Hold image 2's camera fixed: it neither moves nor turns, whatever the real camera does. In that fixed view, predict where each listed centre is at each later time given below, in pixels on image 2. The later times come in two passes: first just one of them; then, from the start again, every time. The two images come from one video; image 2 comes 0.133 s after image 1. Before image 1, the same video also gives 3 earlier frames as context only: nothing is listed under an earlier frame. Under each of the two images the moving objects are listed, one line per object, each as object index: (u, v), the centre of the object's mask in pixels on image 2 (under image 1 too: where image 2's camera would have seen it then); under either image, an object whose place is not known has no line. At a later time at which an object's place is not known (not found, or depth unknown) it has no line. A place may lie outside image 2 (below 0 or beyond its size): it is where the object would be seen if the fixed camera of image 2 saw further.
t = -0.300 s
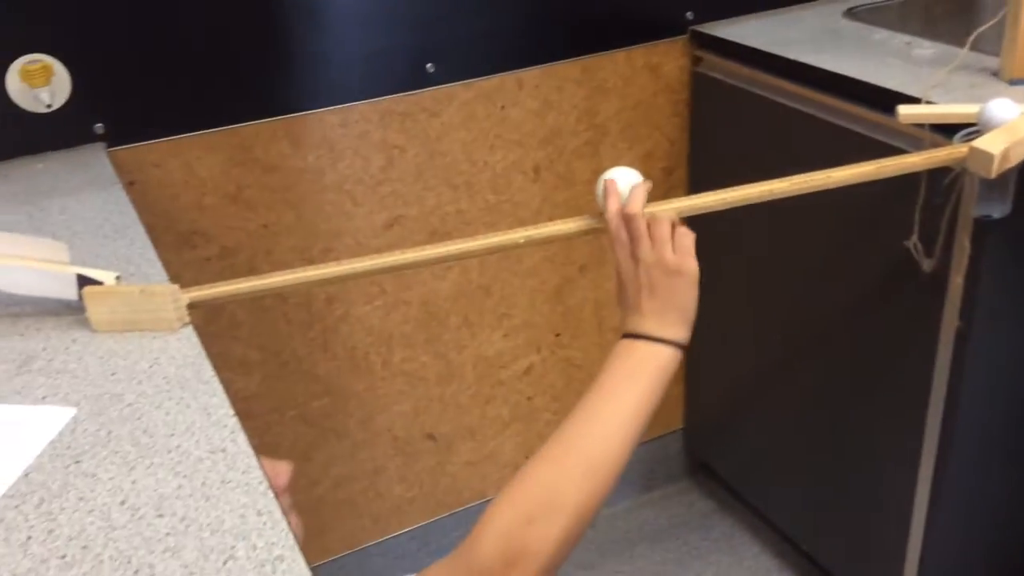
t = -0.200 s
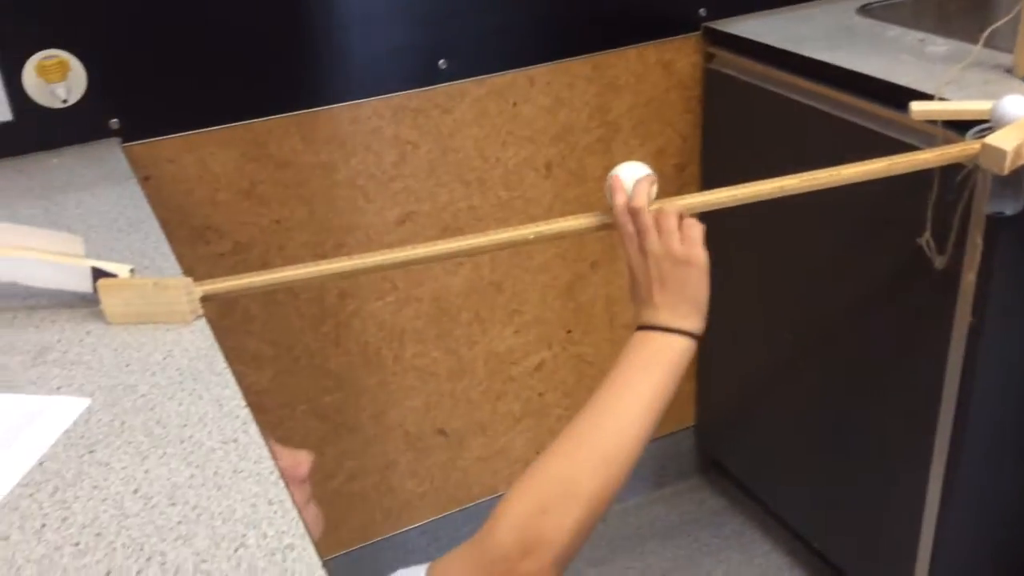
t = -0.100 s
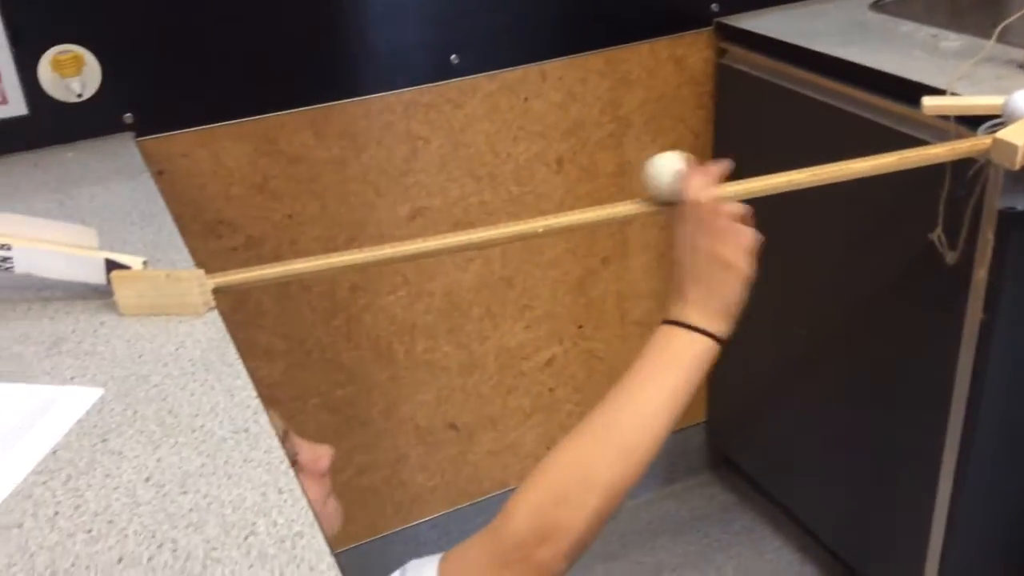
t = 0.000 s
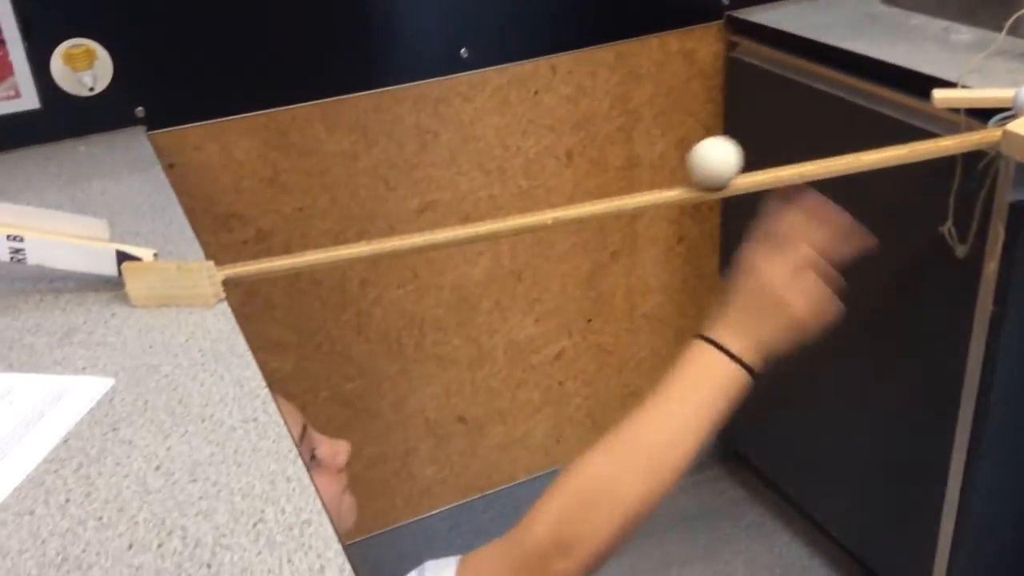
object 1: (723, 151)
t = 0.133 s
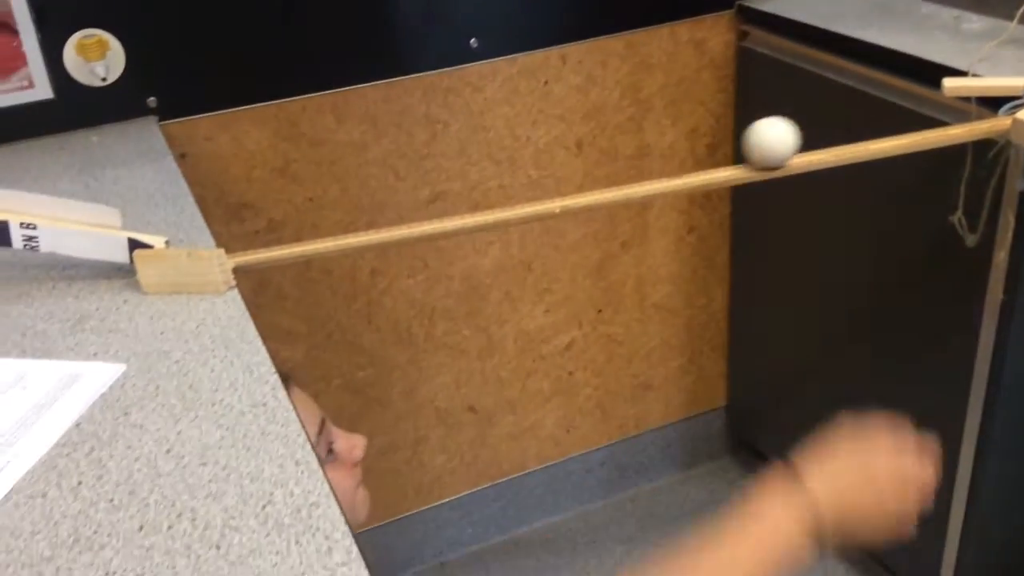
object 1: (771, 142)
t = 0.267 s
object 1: (815, 133)
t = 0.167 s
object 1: (783, 140)
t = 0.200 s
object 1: (794, 138)
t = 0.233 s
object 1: (805, 136)
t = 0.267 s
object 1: (815, 133)
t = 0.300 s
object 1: (825, 130)
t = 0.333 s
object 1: (835, 128)
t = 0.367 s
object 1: (846, 126)
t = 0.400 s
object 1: (857, 125)
